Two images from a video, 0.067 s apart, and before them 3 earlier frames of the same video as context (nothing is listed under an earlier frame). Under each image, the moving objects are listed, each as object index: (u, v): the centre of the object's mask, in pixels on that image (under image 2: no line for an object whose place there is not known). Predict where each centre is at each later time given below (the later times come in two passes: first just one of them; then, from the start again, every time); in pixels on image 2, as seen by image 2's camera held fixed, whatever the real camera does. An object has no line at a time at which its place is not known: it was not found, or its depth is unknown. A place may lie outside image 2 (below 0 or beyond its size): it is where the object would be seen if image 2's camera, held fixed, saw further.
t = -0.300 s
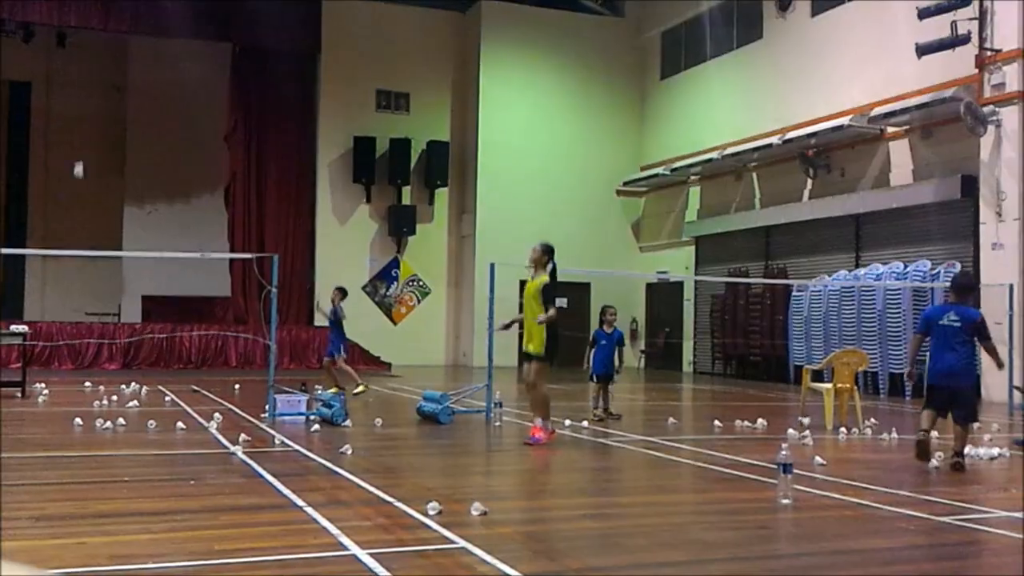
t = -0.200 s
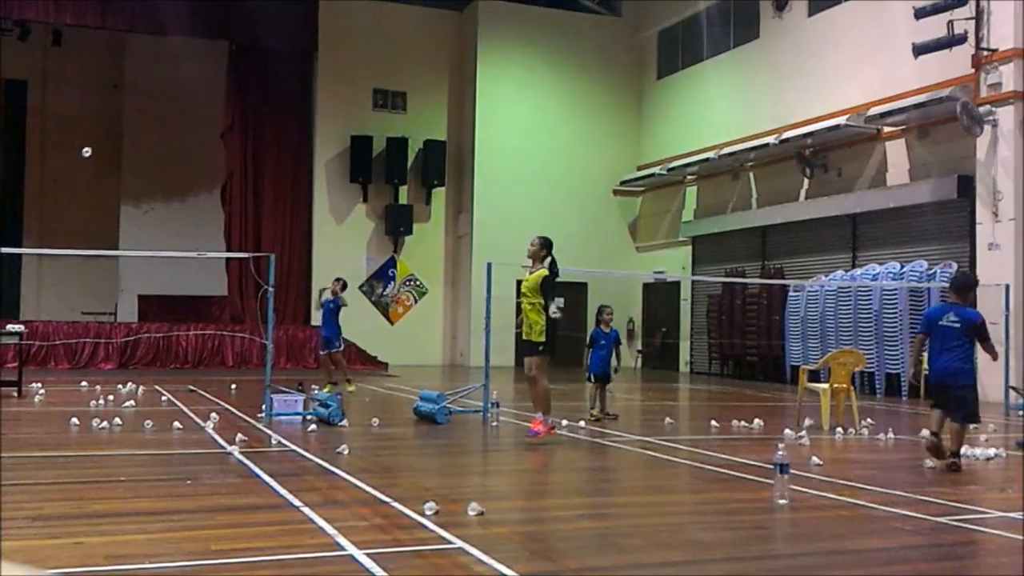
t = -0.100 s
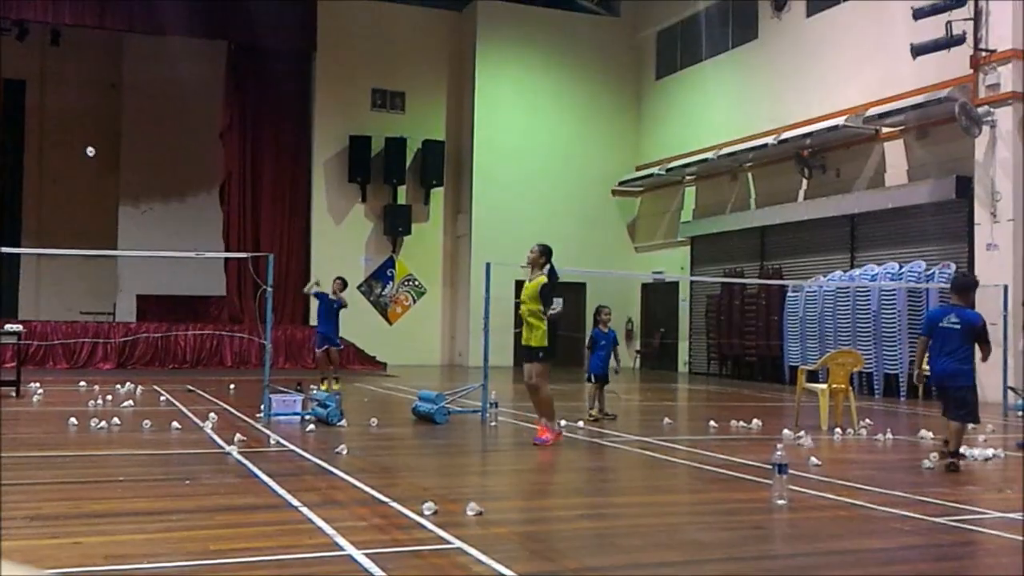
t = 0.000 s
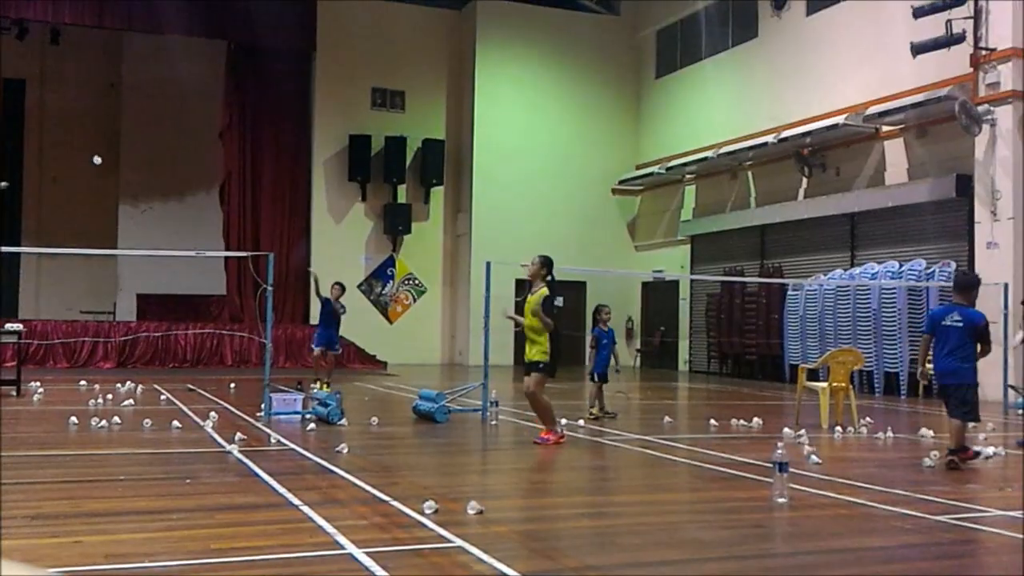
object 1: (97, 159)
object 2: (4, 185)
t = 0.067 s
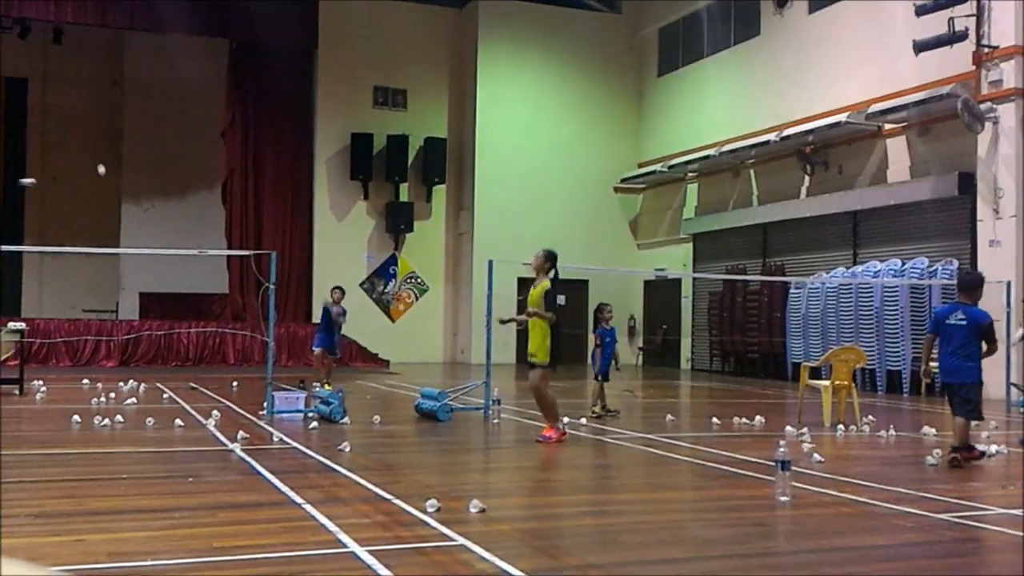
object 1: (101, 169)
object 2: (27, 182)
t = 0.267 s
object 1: (109, 219)
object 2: (97, 203)
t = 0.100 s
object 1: (103, 176)
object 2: (39, 182)
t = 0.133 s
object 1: (105, 183)
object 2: (51, 183)
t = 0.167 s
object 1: (106, 191)
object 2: (63, 187)
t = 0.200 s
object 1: (107, 199)
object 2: (75, 190)
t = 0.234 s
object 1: (108, 209)
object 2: (86, 196)
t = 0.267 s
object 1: (109, 219)
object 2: (97, 203)
